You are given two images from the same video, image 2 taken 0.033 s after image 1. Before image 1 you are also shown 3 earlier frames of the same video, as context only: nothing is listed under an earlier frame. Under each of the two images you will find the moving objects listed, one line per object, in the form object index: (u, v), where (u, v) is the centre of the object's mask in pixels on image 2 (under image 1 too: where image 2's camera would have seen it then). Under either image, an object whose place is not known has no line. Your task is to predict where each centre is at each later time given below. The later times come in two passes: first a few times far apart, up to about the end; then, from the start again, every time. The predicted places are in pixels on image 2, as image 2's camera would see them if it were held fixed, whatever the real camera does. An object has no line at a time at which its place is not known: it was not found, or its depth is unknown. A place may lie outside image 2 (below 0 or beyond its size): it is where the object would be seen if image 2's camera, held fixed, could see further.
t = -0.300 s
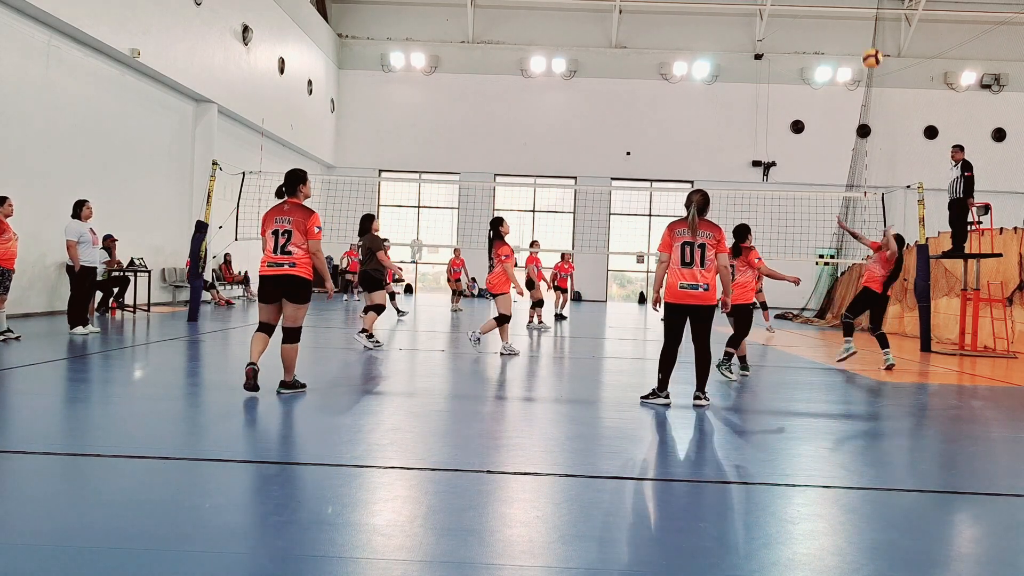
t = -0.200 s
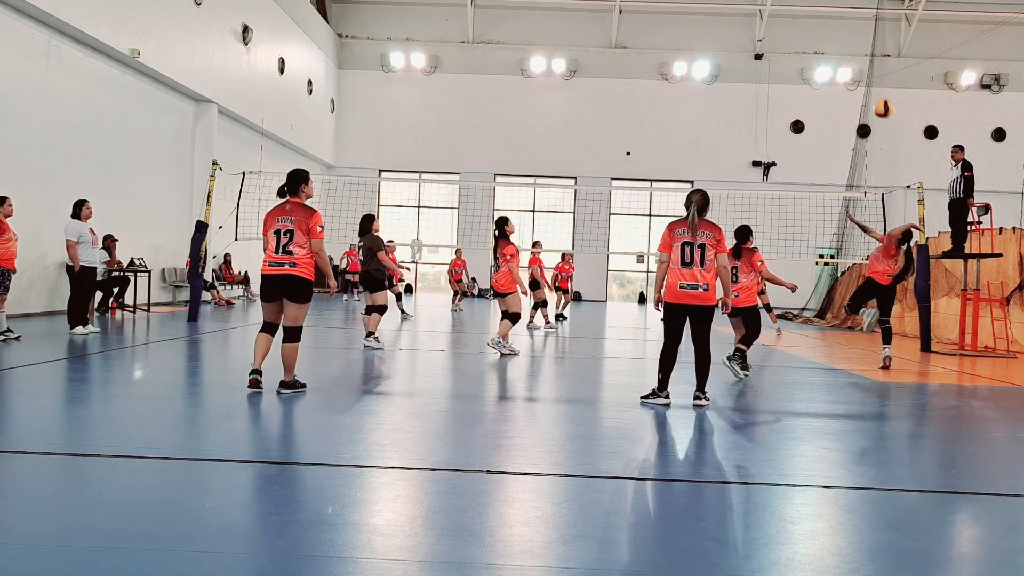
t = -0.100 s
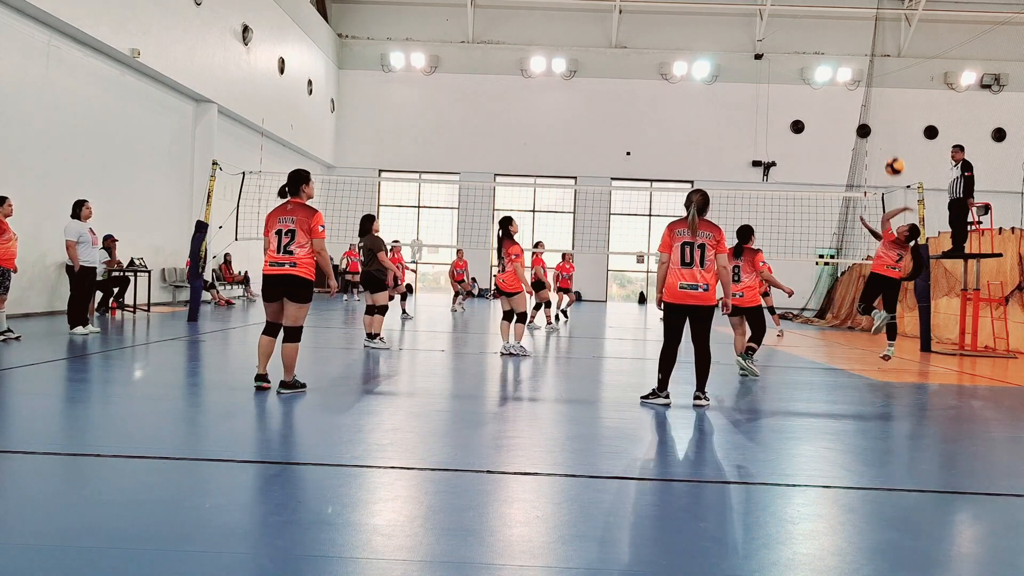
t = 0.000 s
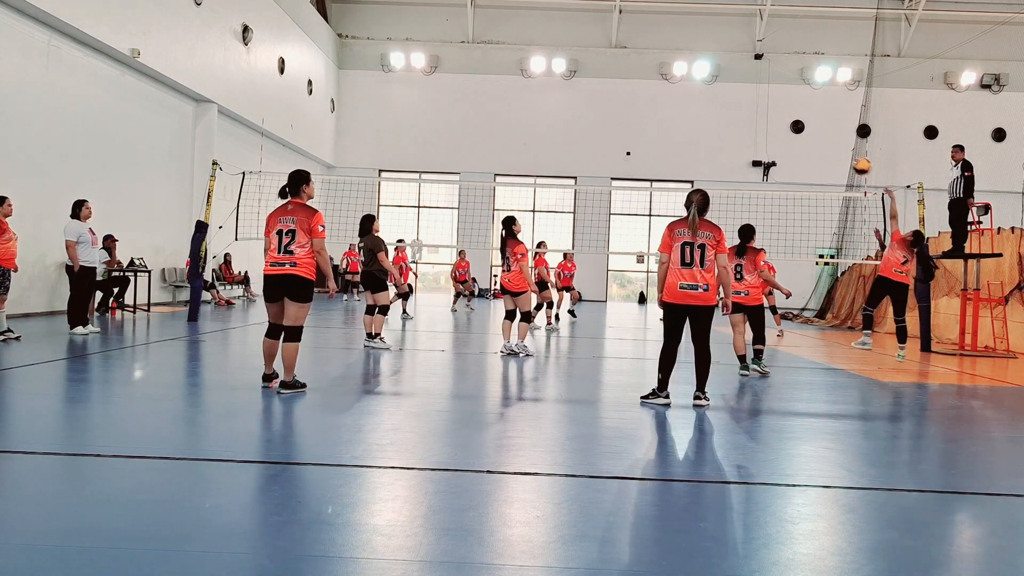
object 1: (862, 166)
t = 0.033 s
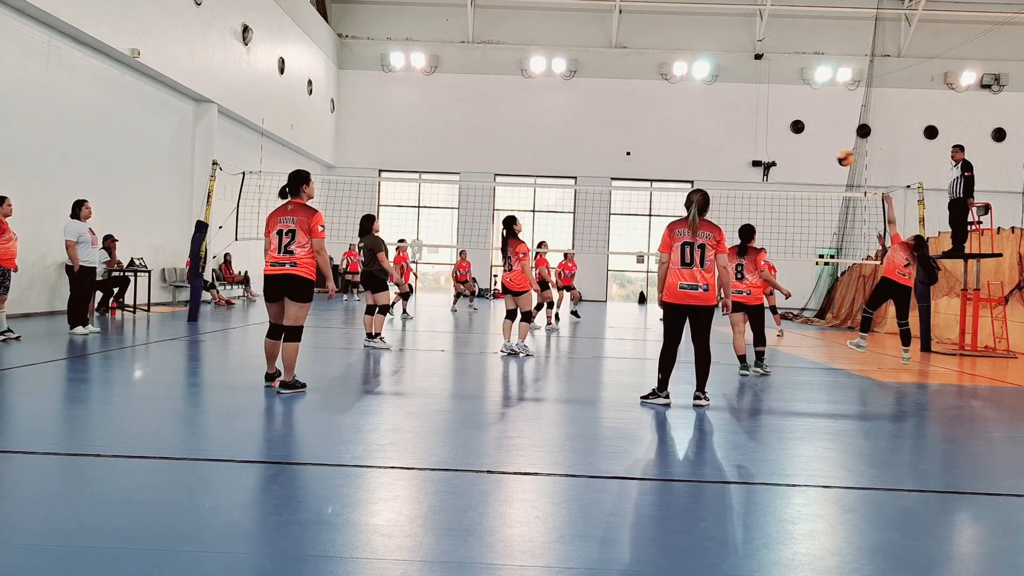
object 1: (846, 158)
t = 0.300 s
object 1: (741, 135)
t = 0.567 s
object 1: (667, 163)
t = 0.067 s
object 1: (830, 151)
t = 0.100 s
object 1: (816, 145)
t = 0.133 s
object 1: (801, 142)
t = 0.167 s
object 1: (788, 138)
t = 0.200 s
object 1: (775, 136)
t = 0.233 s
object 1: (764, 135)
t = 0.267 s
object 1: (752, 134)
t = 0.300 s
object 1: (741, 135)
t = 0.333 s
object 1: (730, 136)
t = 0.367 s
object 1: (720, 138)
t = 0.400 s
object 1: (711, 141)
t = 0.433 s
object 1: (701, 144)
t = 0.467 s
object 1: (692, 148)
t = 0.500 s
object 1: (683, 152)
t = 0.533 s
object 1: (674, 158)
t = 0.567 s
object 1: (667, 163)
